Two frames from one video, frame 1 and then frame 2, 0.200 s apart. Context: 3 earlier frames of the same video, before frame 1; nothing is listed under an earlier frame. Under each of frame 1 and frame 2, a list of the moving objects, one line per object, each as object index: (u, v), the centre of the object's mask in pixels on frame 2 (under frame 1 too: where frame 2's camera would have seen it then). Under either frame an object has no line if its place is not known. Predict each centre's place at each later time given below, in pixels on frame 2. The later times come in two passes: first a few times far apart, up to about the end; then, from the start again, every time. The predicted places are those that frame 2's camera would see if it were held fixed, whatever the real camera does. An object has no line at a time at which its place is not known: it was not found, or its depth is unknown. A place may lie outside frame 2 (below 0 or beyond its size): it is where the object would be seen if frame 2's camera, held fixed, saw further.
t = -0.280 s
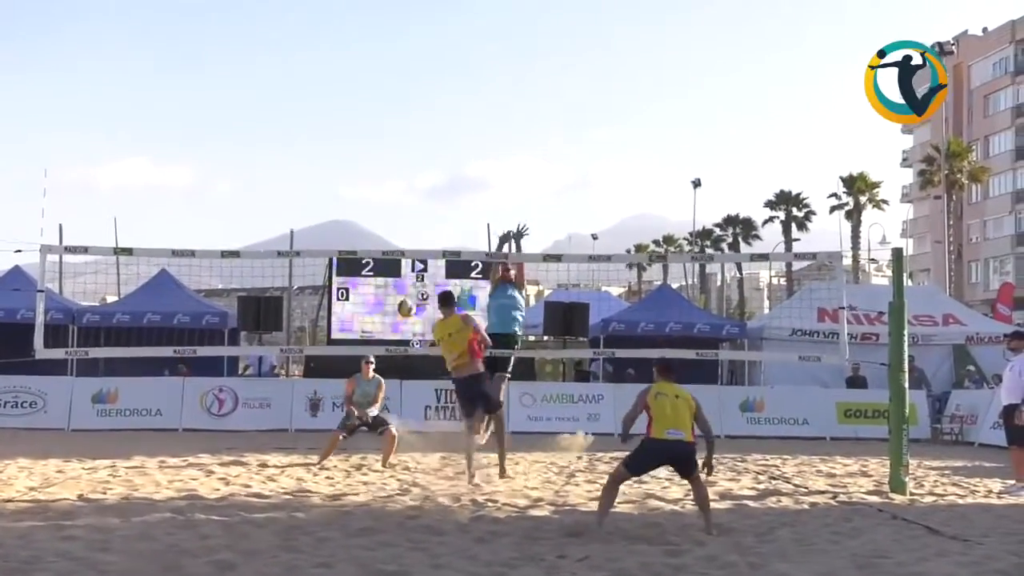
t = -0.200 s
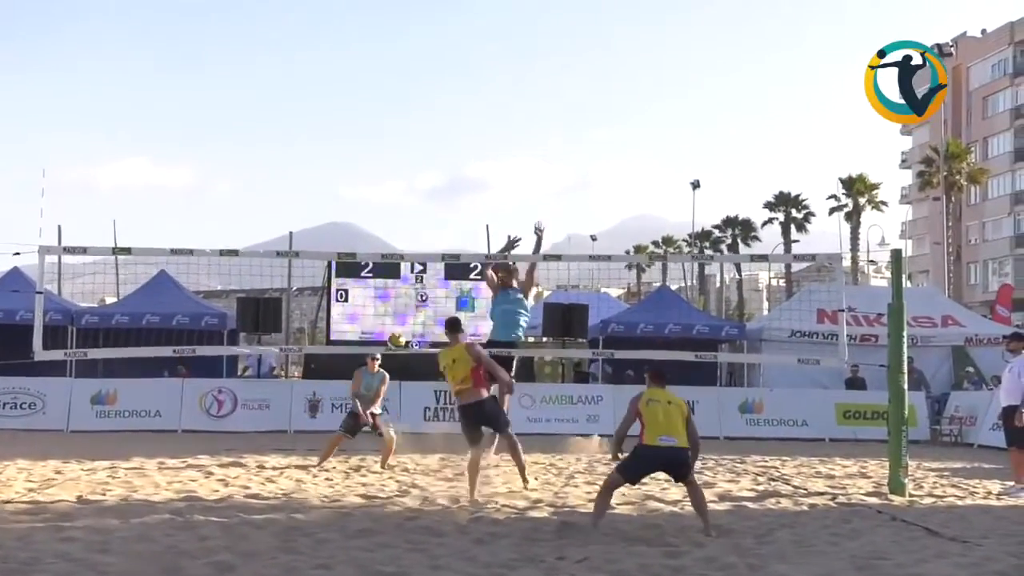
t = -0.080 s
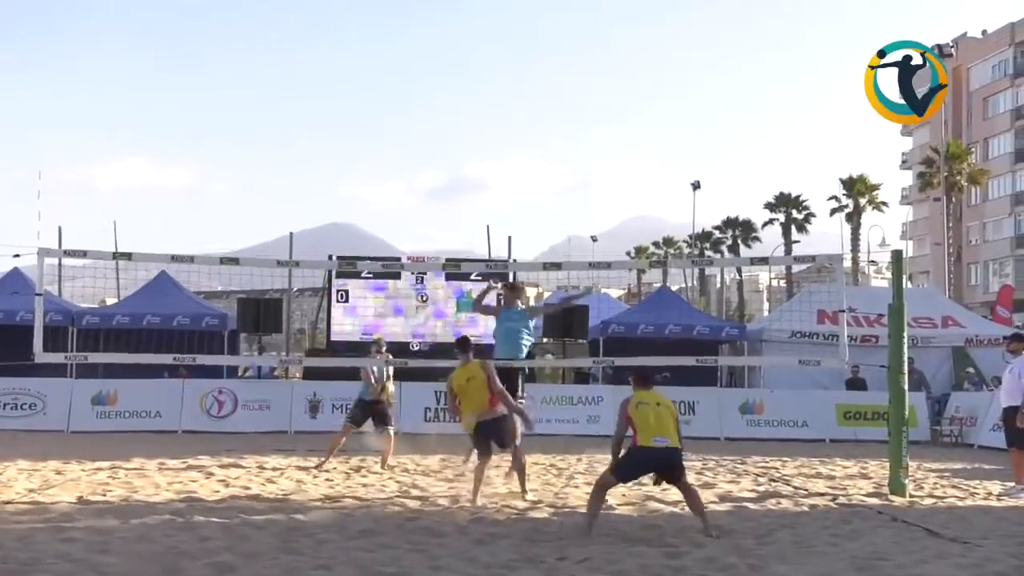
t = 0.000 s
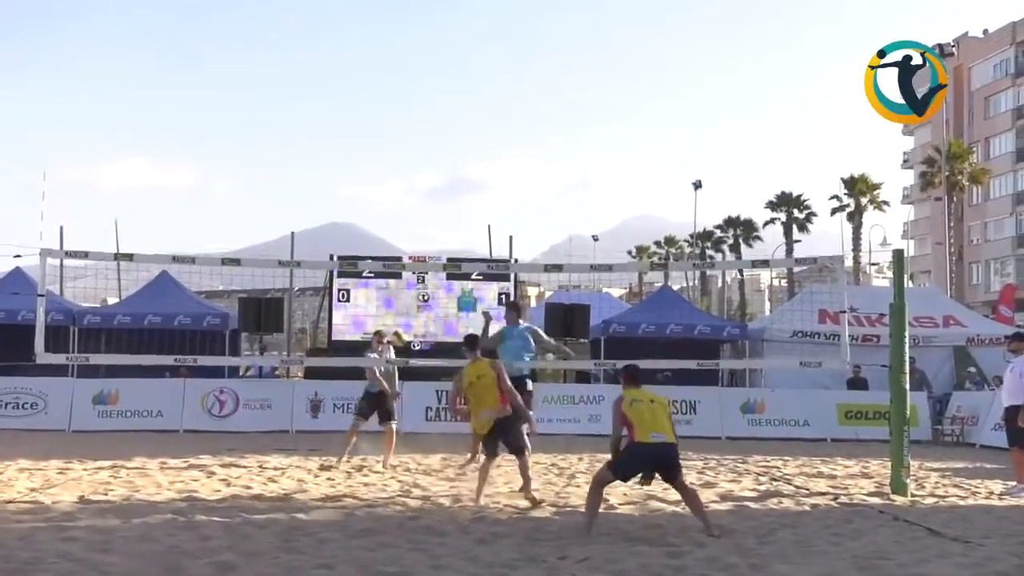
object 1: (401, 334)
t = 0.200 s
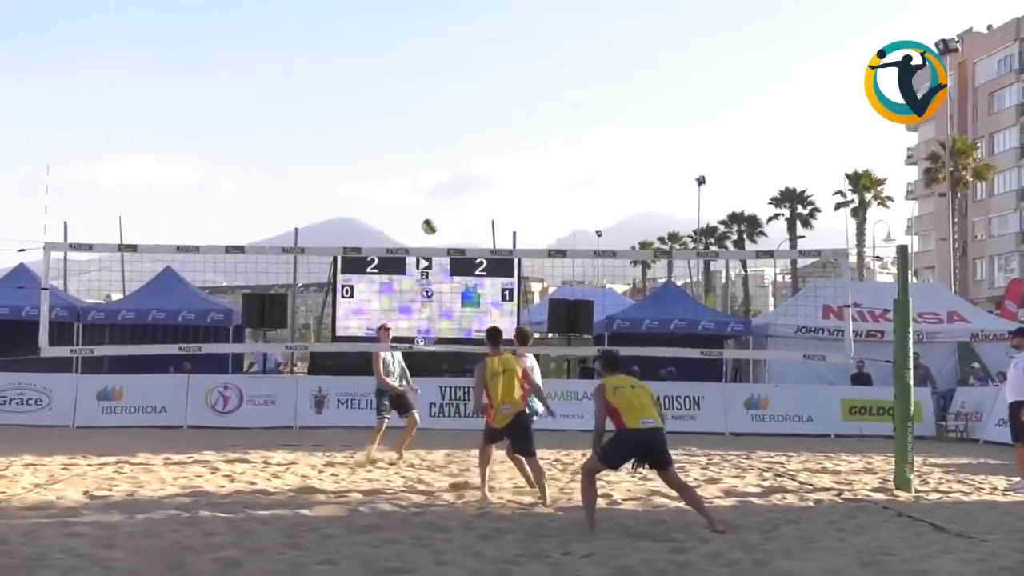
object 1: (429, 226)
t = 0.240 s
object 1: (435, 208)
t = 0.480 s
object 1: (469, 124)
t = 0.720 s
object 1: (506, 83)
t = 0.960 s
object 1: (544, 86)
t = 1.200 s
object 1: (582, 136)
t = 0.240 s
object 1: (435, 208)
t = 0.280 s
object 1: (439, 191)
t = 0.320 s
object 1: (445, 175)
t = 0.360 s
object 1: (451, 161)
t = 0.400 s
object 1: (457, 148)
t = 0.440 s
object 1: (463, 135)
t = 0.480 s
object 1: (469, 124)
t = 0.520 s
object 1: (475, 114)
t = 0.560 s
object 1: (481, 106)
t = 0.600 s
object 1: (487, 98)
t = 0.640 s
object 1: (494, 92)
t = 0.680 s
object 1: (500, 87)
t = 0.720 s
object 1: (506, 83)
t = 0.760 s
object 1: (512, 81)
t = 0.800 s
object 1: (518, 79)
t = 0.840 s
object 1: (526, 79)
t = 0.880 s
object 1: (531, 81)
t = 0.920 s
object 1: (538, 83)
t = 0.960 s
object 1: (544, 86)
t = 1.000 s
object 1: (550, 92)
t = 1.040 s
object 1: (557, 98)
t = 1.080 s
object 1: (564, 105)
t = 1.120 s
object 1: (569, 114)
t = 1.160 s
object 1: (576, 124)
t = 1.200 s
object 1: (582, 136)
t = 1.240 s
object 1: (589, 148)
